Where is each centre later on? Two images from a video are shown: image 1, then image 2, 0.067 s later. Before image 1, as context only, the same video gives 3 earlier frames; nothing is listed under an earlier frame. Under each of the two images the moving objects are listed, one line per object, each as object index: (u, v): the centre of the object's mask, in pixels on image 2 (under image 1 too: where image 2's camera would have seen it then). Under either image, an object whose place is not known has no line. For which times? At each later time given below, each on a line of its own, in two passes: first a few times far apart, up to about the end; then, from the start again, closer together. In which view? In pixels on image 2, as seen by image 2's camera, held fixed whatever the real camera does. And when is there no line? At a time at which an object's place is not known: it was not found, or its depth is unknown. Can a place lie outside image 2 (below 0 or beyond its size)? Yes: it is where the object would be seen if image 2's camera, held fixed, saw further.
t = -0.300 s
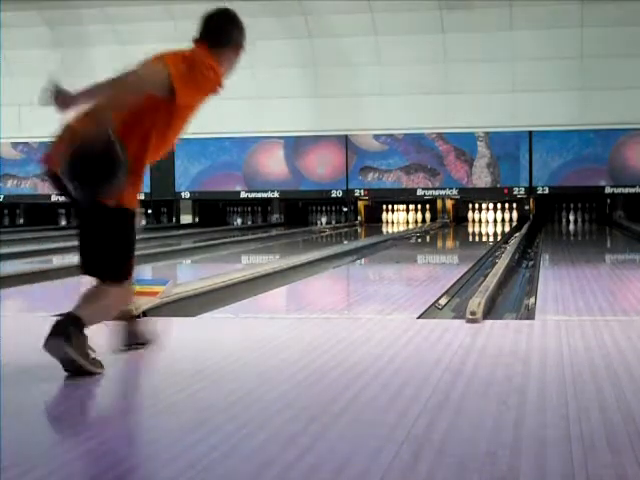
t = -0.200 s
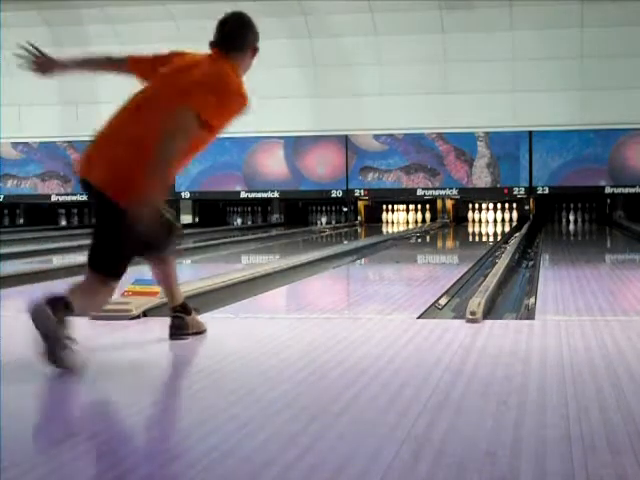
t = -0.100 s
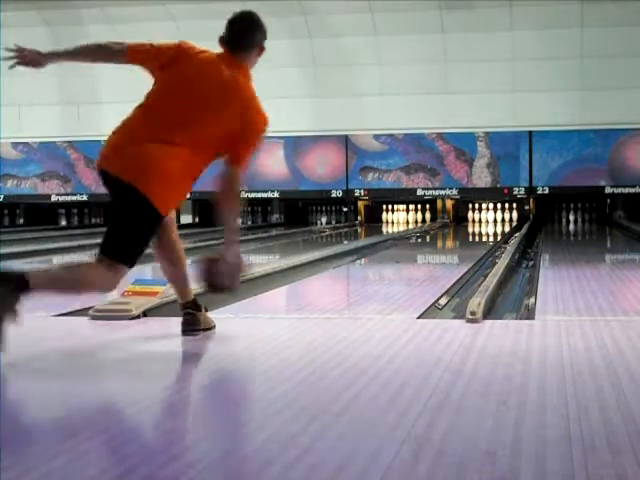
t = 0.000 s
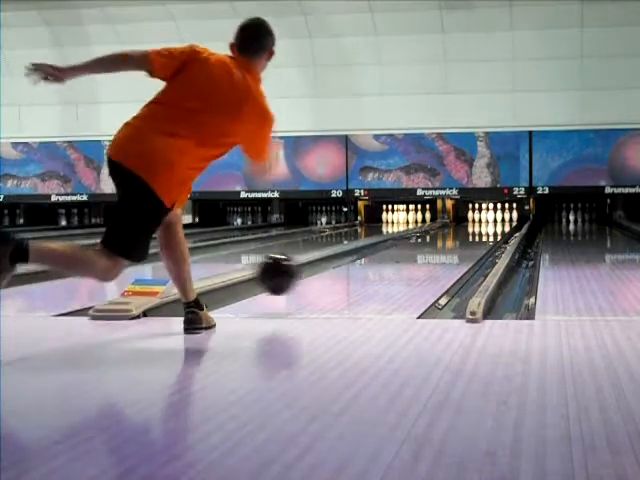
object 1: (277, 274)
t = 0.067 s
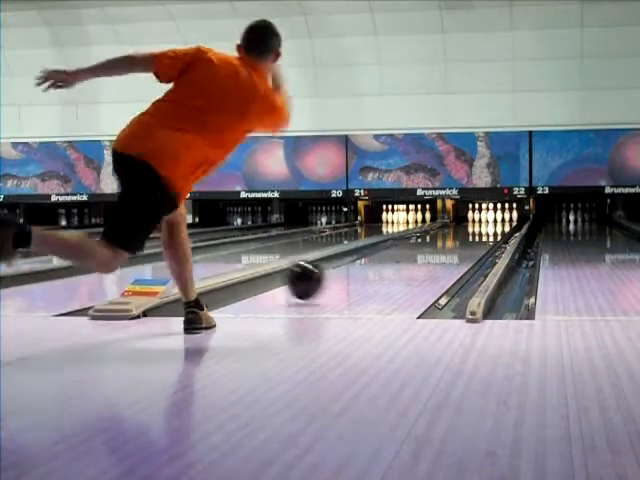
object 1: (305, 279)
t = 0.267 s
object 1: (368, 266)
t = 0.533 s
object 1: (419, 249)
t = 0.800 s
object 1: (453, 241)
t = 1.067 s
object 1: (475, 233)
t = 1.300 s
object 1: (489, 229)
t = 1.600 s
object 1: (501, 225)
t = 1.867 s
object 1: (507, 219)
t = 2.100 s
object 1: (506, 218)
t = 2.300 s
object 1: (503, 218)
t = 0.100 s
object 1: (318, 278)
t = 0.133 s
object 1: (330, 274)
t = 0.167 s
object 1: (340, 271)
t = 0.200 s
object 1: (350, 271)
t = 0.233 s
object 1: (359, 269)
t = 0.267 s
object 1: (368, 266)
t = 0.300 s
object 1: (376, 264)
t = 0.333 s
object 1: (383, 262)
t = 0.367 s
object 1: (390, 259)
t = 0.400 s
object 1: (397, 257)
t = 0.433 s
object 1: (403, 255)
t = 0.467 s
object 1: (408, 253)
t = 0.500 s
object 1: (414, 252)
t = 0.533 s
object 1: (419, 249)
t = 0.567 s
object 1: (424, 249)
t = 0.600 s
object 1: (429, 248)
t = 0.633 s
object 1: (433, 246)
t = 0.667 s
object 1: (437, 245)
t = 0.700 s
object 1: (442, 245)
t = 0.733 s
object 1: (446, 242)
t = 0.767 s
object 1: (449, 242)
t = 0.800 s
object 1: (453, 241)
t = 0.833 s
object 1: (457, 241)
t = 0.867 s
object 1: (459, 238)
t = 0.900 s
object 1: (462, 239)
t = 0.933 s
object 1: (465, 237)
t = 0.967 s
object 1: (468, 236)
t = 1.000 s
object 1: (470, 236)
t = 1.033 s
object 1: (473, 235)
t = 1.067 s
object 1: (475, 233)
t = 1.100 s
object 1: (477, 233)
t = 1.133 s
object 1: (479, 232)
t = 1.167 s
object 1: (481, 232)
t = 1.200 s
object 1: (484, 230)
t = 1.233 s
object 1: (487, 230)
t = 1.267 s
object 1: (488, 230)
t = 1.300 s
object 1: (489, 229)
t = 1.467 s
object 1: (497, 226)
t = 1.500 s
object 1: (498, 225)
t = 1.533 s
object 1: (499, 225)
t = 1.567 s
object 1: (500, 224)
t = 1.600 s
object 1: (501, 225)
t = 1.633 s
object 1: (503, 224)
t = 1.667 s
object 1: (504, 222)
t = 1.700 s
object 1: (505, 222)
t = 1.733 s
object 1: (505, 221)
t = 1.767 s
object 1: (506, 221)
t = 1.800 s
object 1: (506, 220)
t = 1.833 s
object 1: (507, 219)
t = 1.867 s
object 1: (507, 219)
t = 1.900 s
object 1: (507, 220)
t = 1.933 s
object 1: (507, 220)
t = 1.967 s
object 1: (507, 220)
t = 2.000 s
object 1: (506, 217)
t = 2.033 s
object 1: (506, 217)
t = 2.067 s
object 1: (506, 217)
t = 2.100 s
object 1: (506, 218)
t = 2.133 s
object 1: (506, 219)
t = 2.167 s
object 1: (506, 220)
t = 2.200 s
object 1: (506, 219)
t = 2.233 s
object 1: (505, 218)
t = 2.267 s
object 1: (504, 217)
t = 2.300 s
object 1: (503, 218)
